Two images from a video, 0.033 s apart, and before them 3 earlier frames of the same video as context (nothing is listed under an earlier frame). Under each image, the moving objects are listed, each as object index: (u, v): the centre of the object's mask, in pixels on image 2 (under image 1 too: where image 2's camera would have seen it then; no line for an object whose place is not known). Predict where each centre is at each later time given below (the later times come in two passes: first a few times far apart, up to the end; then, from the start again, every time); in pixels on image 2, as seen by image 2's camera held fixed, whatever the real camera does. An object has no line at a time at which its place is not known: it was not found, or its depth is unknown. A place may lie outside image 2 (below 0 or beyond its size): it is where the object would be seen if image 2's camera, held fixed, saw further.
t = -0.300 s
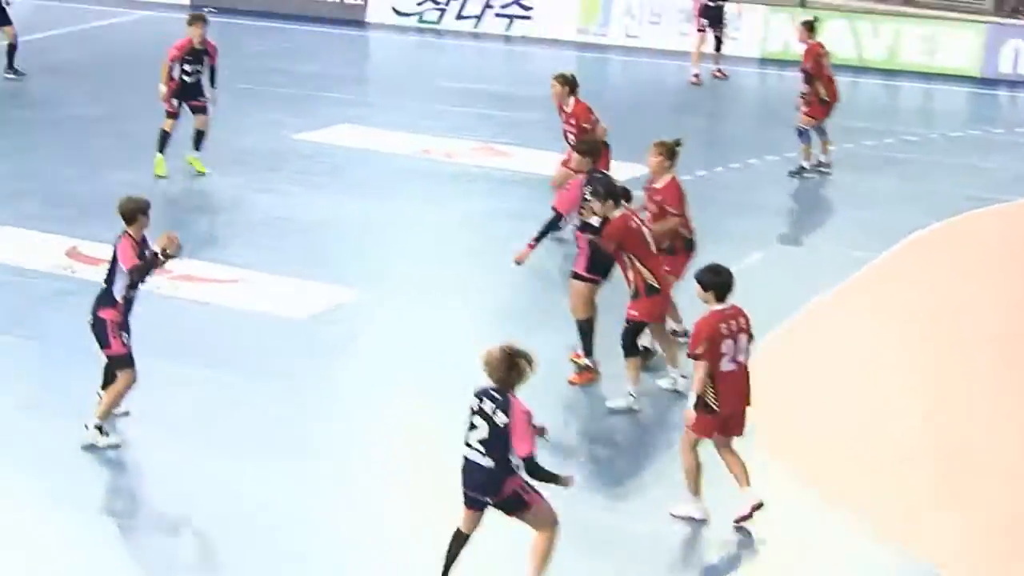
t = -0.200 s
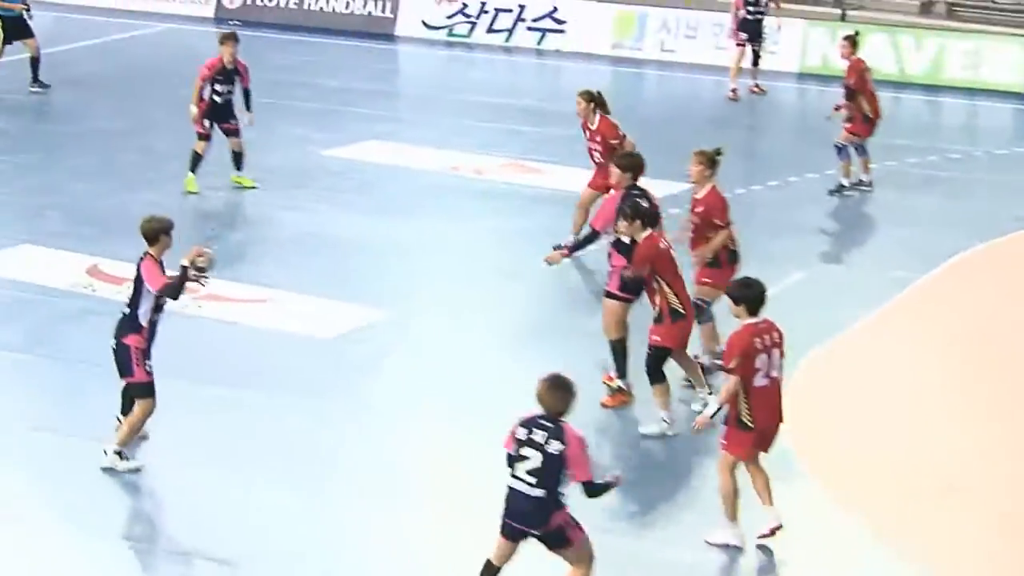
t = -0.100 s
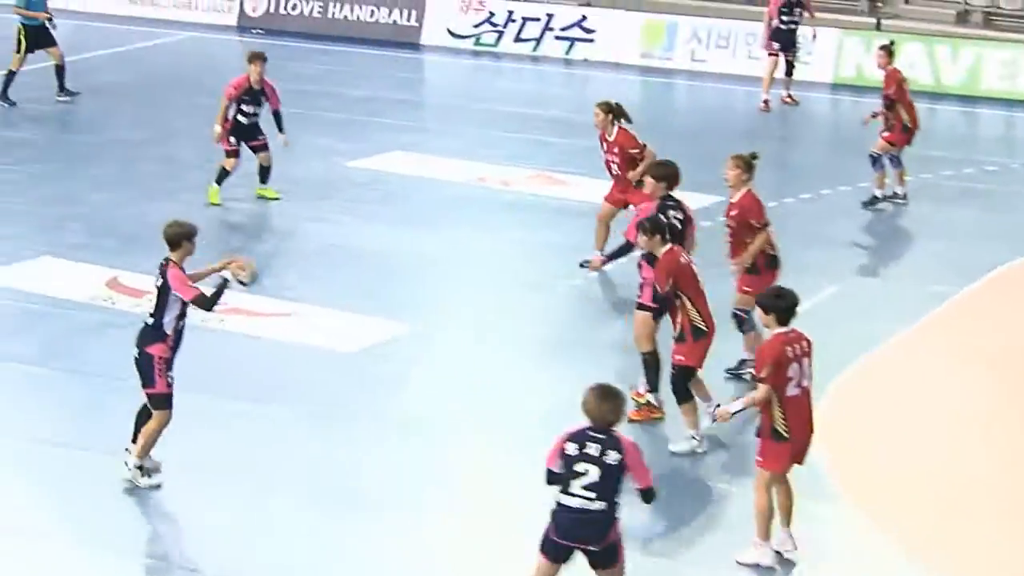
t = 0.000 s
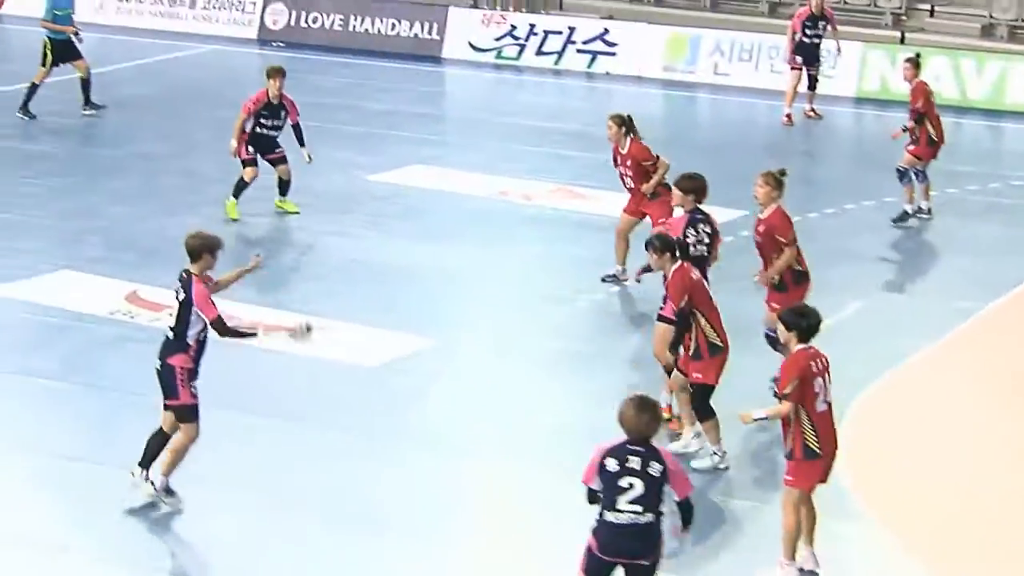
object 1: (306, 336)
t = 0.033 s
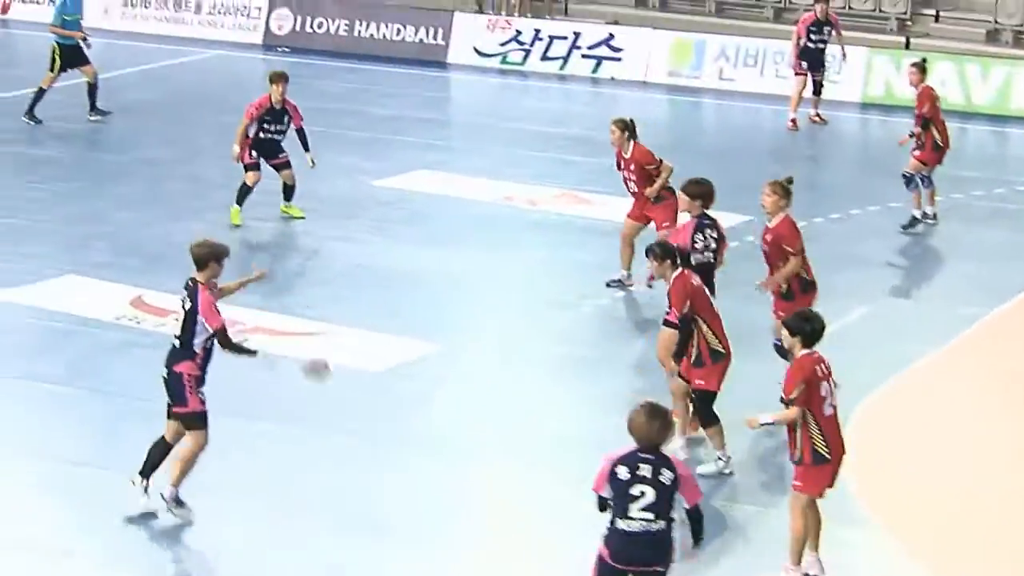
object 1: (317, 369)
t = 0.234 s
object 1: (353, 467)
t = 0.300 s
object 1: (352, 430)
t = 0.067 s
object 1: (325, 399)
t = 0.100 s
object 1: (334, 427)
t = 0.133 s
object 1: (342, 461)
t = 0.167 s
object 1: (351, 497)
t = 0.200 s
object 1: (352, 489)
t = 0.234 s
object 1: (353, 467)
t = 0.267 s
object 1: (352, 448)
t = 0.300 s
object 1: (352, 430)
